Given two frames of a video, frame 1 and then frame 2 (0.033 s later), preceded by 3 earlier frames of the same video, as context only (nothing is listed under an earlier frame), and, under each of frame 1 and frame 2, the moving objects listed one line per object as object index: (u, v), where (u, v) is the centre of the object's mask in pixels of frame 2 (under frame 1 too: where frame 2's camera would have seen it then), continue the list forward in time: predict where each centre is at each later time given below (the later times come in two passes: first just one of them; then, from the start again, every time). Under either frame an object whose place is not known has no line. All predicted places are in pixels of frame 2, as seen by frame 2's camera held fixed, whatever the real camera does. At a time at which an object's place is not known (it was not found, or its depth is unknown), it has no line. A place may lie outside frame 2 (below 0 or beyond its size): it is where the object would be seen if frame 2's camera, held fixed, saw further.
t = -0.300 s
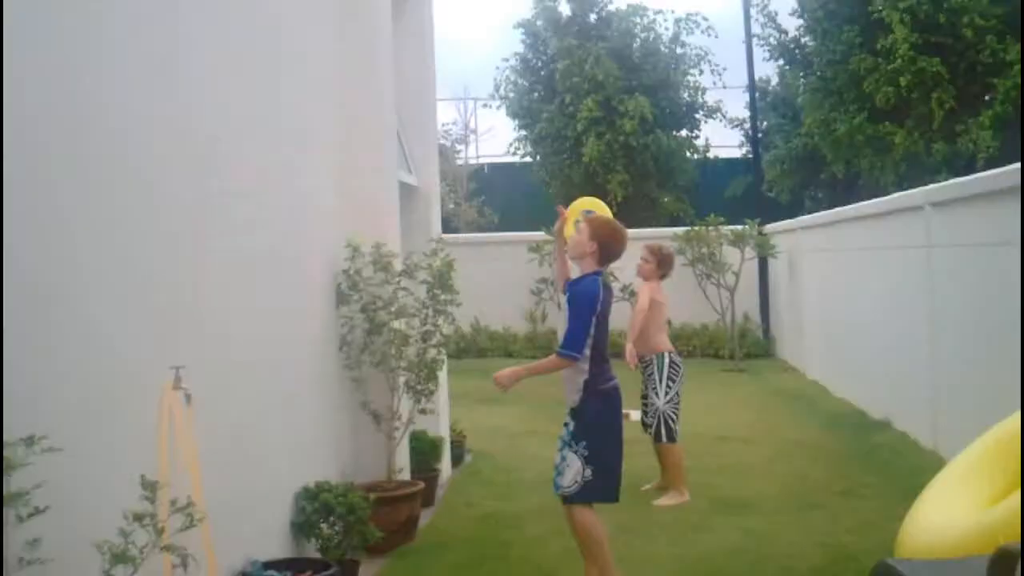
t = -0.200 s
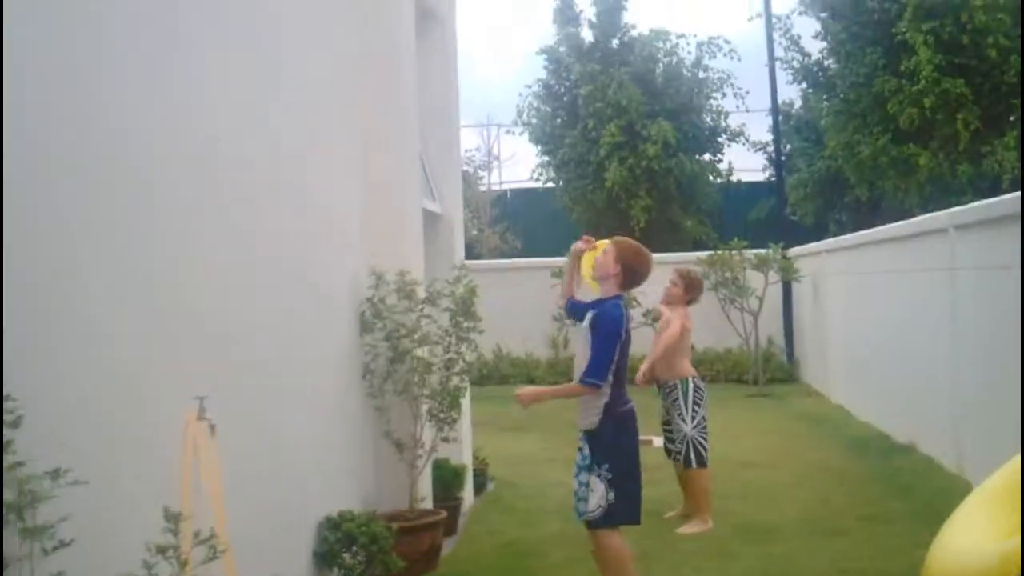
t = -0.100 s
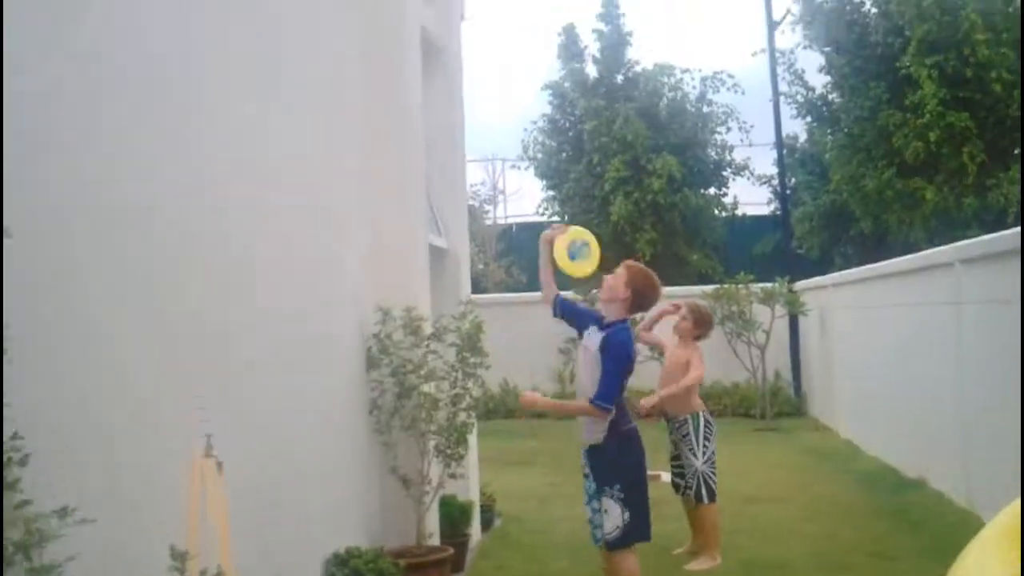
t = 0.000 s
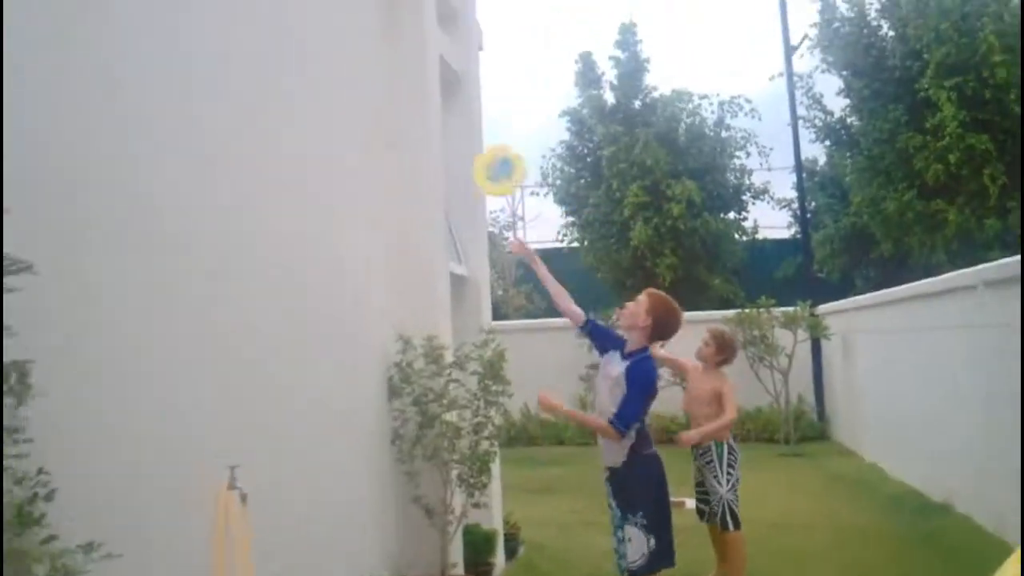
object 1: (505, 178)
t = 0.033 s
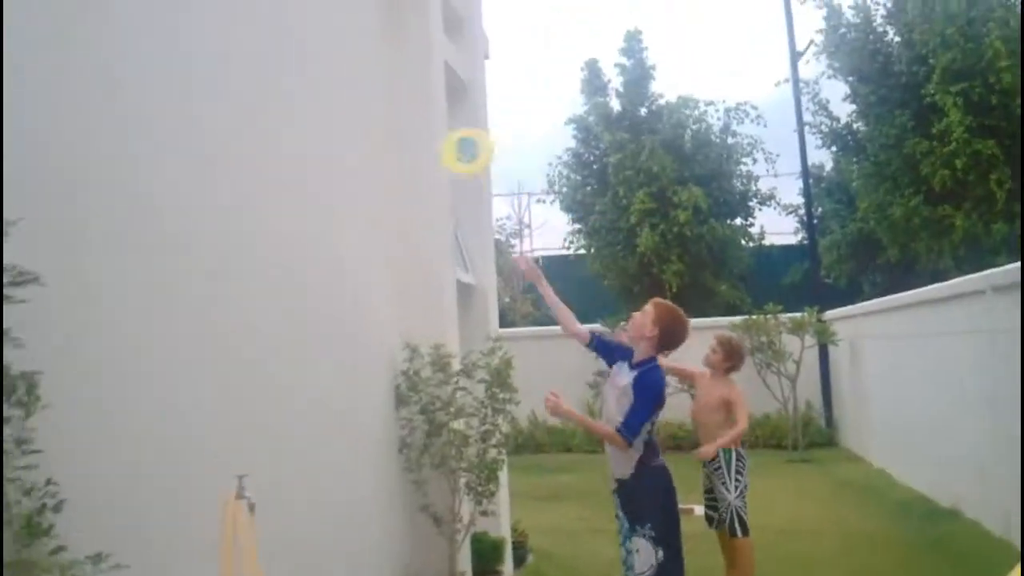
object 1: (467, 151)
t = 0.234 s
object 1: (396, 19)
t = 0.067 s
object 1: (429, 127)
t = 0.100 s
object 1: (392, 106)
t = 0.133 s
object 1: (360, 86)
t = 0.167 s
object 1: (372, 59)
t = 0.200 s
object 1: (383, 37)
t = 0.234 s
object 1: (396, 19)
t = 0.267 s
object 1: (411, 3)
